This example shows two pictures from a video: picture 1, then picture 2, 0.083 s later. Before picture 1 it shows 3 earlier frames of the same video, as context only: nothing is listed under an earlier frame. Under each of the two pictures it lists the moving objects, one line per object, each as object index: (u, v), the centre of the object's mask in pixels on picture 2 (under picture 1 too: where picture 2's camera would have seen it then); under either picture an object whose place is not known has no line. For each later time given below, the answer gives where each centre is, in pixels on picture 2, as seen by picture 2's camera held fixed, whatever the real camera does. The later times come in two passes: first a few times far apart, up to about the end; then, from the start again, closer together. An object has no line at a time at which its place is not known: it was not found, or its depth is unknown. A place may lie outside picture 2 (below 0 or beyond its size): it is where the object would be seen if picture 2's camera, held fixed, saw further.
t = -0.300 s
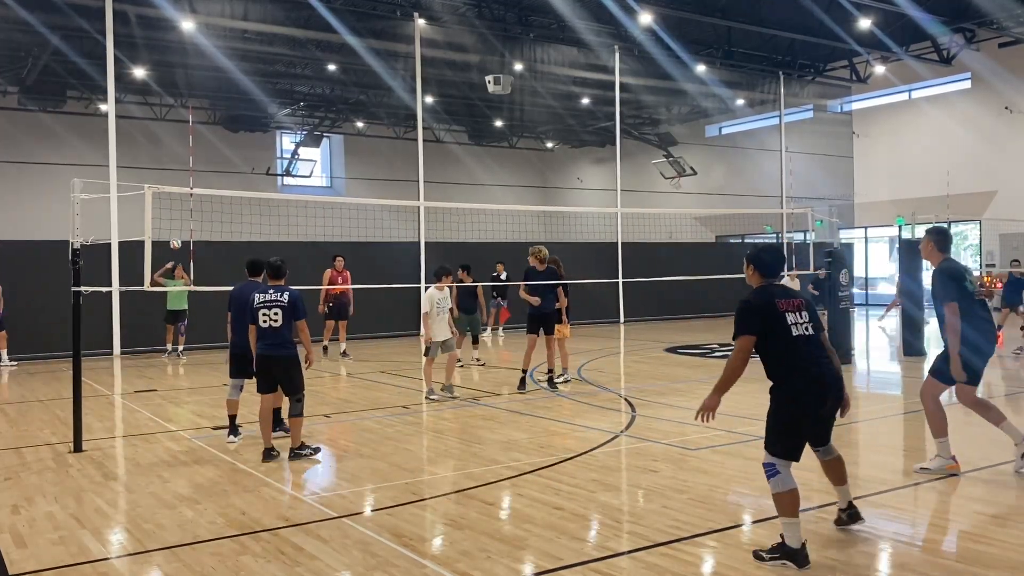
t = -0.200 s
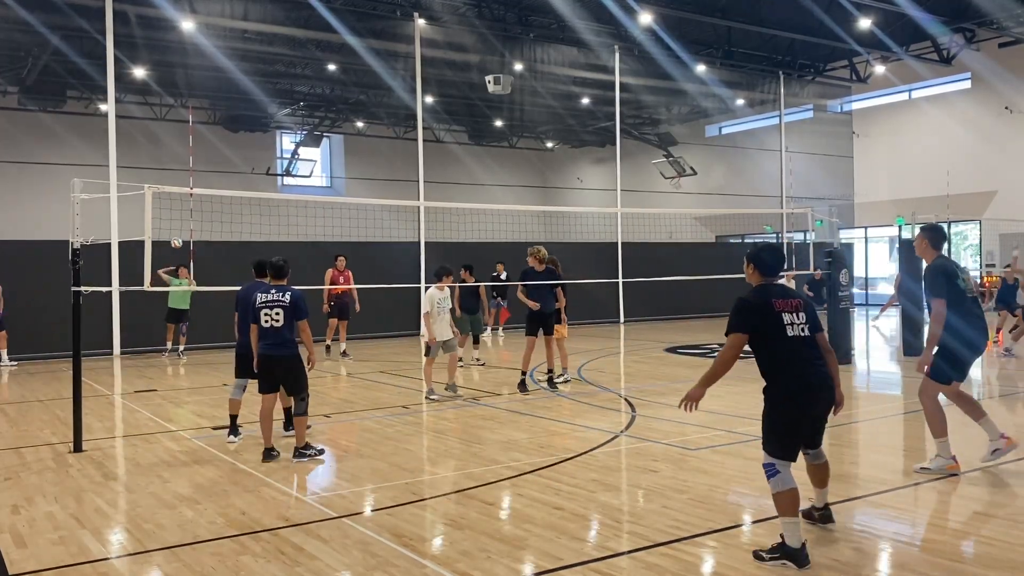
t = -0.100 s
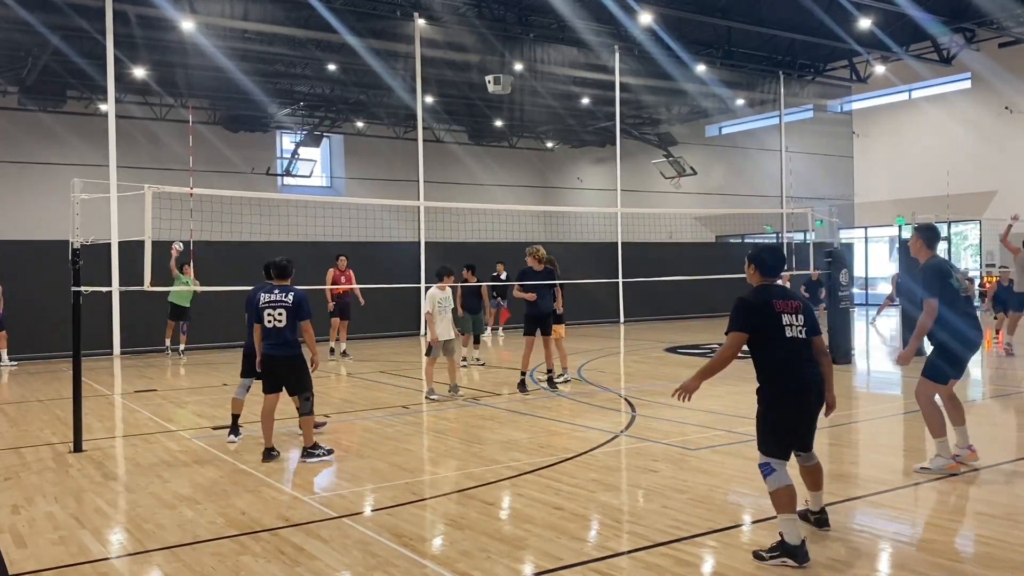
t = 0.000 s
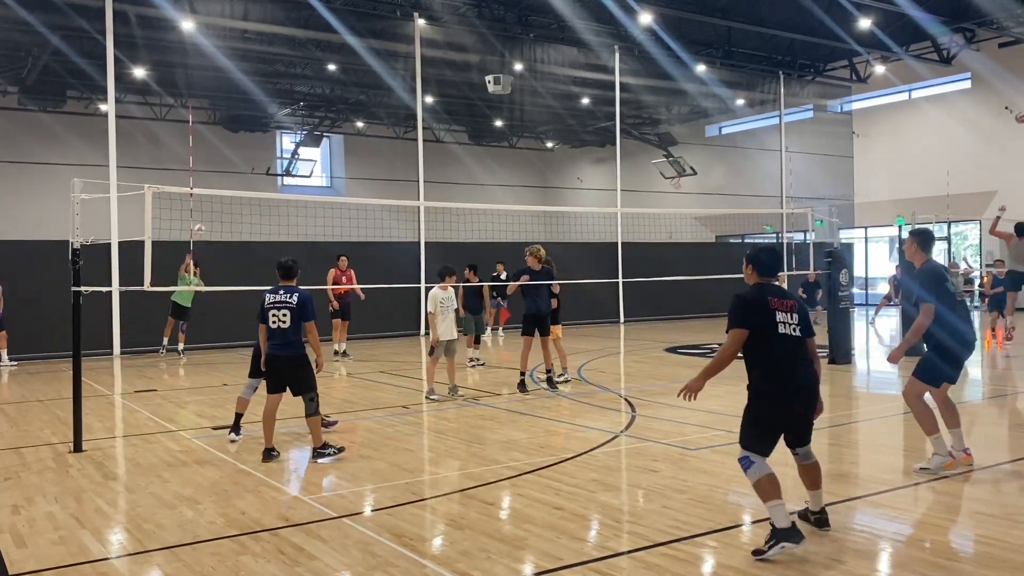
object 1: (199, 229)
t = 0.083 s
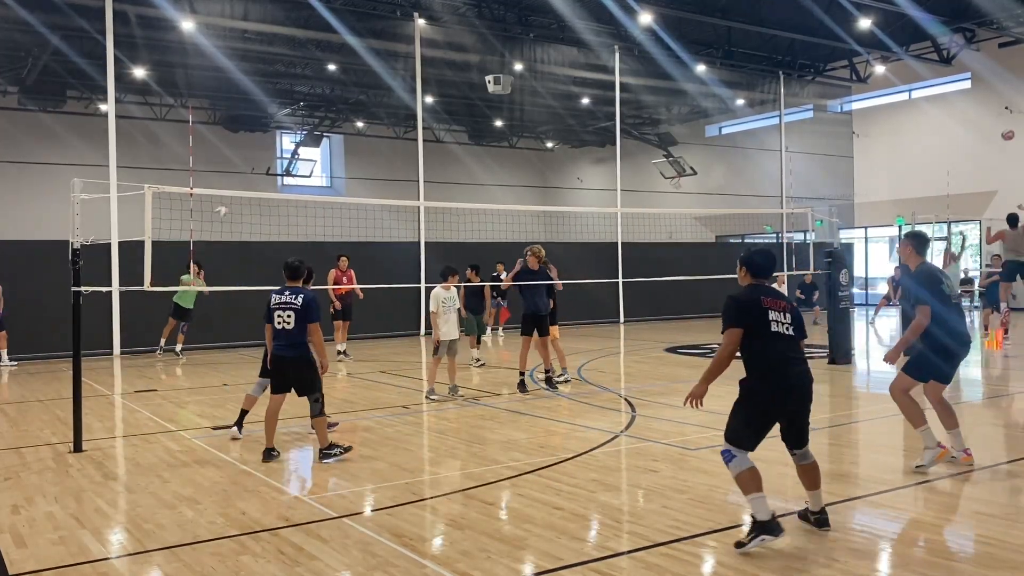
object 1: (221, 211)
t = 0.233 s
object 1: (269, 185)
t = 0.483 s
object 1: (373, 163)
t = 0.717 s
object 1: (500, 183)
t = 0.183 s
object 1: (253, 190)
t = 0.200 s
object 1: (258, 188)
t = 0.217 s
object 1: (264, 187)
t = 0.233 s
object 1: (269, 185)
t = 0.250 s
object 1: (275, 183)
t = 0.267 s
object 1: (281, 181)
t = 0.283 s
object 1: (287, 179)
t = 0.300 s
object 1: (293, 177)
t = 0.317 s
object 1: (300, 175)
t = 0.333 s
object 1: (306, 174)
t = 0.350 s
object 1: (313, 173)
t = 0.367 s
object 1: (320, 172)
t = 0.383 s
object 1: (328, 169)
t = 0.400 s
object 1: (335, 168)
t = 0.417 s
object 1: (343, 166)
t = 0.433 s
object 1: (350, 165)
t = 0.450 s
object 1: (357, 164)
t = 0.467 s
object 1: (365, 164)
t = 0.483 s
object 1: (373, 163)
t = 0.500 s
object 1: (382, 163)
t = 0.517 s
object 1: (390, 163)
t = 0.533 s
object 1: (398, 163)
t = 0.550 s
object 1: (406, 163)
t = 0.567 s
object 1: (415, 164)
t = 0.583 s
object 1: (424, 165)
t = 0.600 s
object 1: (433, 166)
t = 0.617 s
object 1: (442, 168)
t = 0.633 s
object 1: (452, 170)
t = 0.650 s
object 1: (461, 171)
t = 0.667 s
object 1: (470, 173)
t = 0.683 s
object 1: (480, 176)
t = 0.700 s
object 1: (489, 179)
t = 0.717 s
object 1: (500, 183)
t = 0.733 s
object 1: (511, 186)
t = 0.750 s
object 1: (522, 190)
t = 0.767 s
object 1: (534, 195)
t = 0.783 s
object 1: (545, 198)
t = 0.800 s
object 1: (558, 203)
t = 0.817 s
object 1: (570, 209)
